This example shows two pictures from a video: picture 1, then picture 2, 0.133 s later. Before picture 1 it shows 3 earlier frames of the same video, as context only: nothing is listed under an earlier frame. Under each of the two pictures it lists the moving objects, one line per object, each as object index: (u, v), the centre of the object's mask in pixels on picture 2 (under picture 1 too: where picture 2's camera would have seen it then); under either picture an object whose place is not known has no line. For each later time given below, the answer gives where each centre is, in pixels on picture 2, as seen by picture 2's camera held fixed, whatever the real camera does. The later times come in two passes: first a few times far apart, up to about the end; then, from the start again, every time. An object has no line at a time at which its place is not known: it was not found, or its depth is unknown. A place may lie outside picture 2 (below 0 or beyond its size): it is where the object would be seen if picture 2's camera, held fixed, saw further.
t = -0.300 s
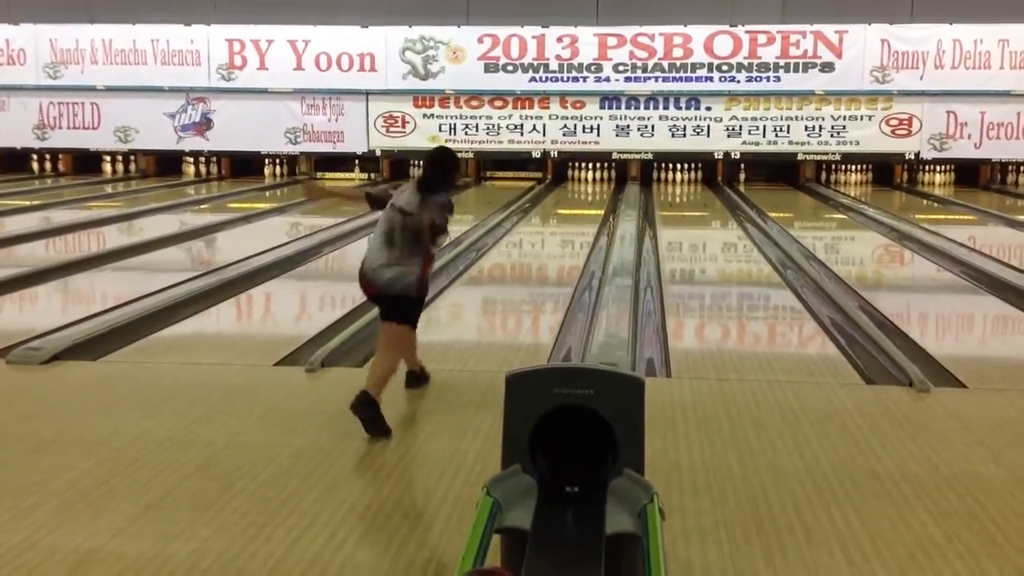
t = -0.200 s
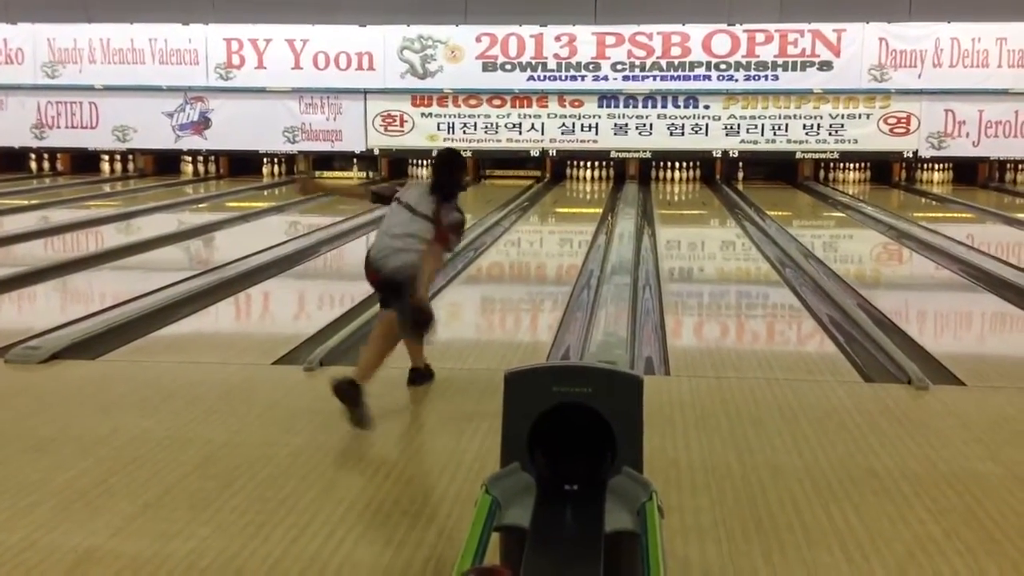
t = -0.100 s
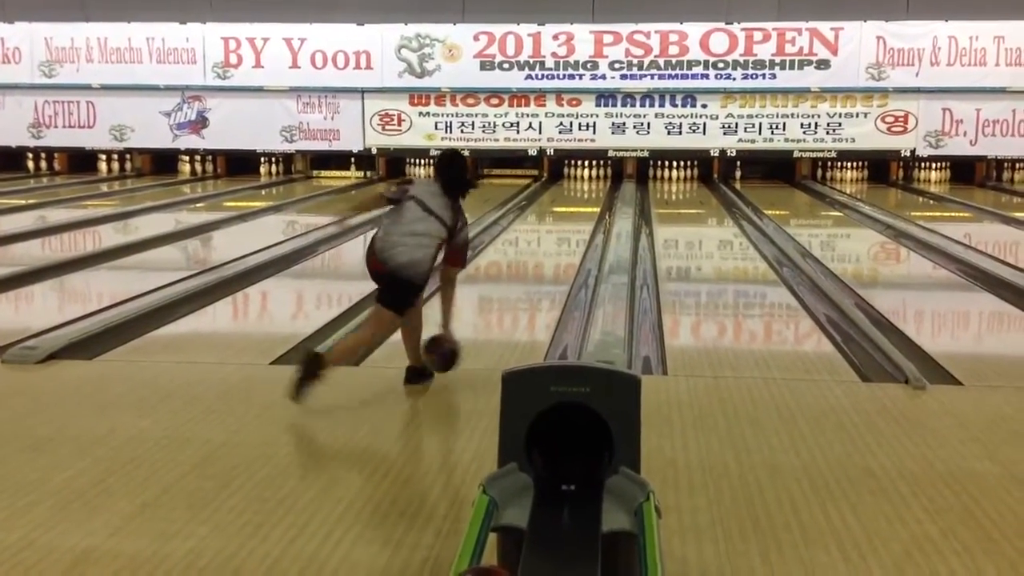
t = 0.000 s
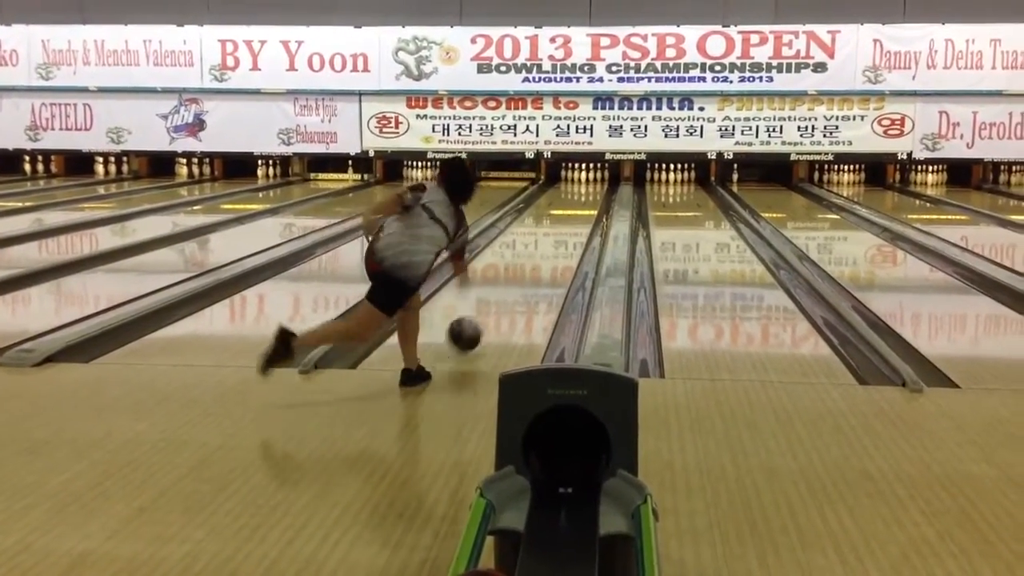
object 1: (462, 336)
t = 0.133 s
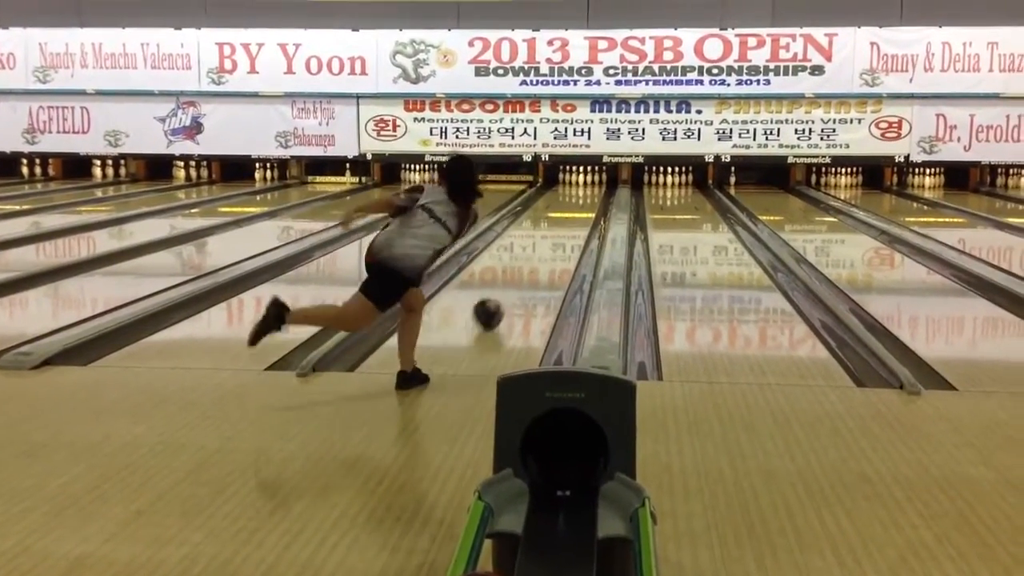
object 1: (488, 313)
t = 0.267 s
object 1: (508, 292)
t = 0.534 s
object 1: (537, 260)
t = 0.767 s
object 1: (554, 240)
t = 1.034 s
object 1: (569, 224)
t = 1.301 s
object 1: (580, 210)
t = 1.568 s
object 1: (586, 201)
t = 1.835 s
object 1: (588, 194)
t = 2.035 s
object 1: (588, 189)
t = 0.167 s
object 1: (494, 308)
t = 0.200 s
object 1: (499, 302)
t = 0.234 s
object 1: (504, 297)
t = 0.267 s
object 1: (508, 292)
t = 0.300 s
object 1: (513, 287)
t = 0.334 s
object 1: (517, 282)
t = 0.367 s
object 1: (520, 278)
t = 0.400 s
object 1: (524, 274)
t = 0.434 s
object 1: (527, 271)
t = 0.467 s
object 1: (531, 267)
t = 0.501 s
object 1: (534, 263)
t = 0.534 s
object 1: (537, 260)
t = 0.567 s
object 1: (540, 257)
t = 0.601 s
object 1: (542, 254)
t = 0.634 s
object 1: (545, 251)
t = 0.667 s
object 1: (548, 248)
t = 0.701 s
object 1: (550, 245)
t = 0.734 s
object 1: (552, 243)
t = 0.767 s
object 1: (554, 240)
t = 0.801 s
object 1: (557, 238)
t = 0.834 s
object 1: (559, 236)
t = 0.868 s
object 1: (561, 234)
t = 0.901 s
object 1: (562, 232)
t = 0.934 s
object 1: (564, 230)
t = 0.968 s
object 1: (566, 227)
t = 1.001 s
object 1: (568, 226)
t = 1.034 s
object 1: (569, 224)
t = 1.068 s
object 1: (570, 222)
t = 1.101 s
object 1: (572, 220)
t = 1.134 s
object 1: (574, 219)
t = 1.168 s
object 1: (575, 217)
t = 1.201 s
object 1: (576, 215)
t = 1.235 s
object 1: (577, 214)
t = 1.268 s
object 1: (579, 213)
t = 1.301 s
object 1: (580, 210)
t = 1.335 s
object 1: (581, 209)
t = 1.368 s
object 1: (582, 208)
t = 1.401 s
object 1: (582, 207)
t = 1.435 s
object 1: (583, 205)
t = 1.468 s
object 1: (584, 204)
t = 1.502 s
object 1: (585, 202)
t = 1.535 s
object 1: (585, 202)
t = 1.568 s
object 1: (586, 201)
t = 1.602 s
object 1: (586, 199)
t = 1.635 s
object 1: (587, 199)
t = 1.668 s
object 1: (587, 198)
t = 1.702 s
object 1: (587, 197)
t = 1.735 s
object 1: (588, 196)
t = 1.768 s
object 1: (588, 196)
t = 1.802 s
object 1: (589, 194)
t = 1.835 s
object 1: (588, 194)
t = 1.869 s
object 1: (588, 193)
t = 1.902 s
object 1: (589, 192)
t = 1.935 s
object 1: (588, 191)
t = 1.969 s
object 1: (588, 190)
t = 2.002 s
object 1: (588, 189)
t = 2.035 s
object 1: (588, 189)
